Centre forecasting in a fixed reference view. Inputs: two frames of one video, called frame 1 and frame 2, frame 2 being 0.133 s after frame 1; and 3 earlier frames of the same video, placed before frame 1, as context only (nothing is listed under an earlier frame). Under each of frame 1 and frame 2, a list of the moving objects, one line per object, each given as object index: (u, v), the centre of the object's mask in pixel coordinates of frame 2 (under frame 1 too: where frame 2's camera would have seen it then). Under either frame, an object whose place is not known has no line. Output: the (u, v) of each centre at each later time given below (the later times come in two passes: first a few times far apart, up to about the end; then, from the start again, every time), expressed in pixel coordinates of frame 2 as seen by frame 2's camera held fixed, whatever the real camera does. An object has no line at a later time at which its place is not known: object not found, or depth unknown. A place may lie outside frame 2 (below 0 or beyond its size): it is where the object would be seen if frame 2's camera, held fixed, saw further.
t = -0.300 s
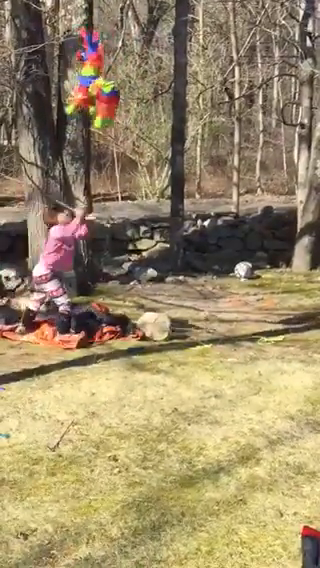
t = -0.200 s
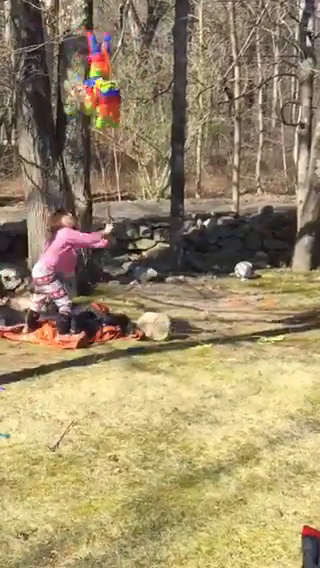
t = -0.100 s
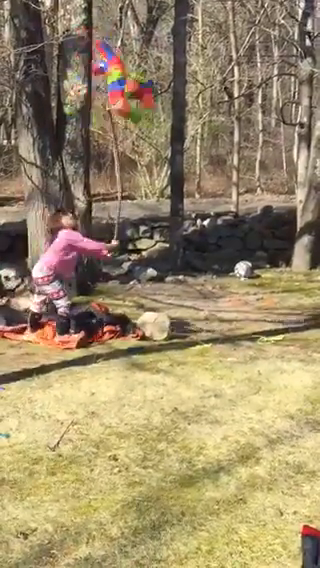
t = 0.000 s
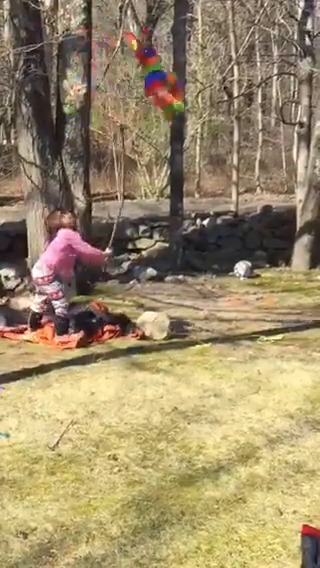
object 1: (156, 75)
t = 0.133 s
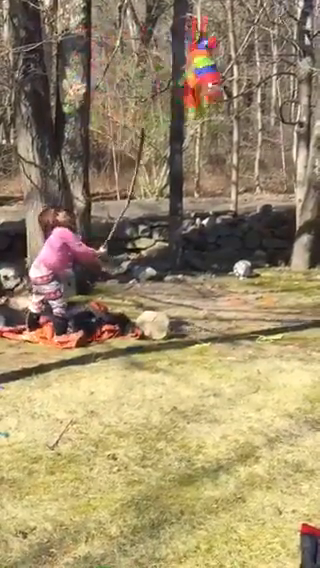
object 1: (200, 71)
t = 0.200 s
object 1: (216, 72)
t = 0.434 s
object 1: (234, 73)
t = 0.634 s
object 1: (236, 74)
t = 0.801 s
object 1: (224, 86)
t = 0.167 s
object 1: (208, 70)
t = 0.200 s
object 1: (216, 72)
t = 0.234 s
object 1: (220, 68)
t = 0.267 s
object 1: (225, 70)
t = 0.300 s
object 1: (226, 67)
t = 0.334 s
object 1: (229, 68)
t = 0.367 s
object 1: (231, 70)
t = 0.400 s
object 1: (233, 70)
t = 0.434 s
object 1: (234, 73)
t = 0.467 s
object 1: (235, 71)
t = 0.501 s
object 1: (236, 71)
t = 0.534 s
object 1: (236, 71)
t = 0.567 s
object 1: (235, 71)
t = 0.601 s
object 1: (237, 72)
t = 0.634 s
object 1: (236, 74)
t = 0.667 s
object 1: (235, 74)
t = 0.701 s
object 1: (234, 77)
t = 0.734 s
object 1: (230, 76)
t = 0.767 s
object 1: (227, 79)
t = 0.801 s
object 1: (224, 86)
